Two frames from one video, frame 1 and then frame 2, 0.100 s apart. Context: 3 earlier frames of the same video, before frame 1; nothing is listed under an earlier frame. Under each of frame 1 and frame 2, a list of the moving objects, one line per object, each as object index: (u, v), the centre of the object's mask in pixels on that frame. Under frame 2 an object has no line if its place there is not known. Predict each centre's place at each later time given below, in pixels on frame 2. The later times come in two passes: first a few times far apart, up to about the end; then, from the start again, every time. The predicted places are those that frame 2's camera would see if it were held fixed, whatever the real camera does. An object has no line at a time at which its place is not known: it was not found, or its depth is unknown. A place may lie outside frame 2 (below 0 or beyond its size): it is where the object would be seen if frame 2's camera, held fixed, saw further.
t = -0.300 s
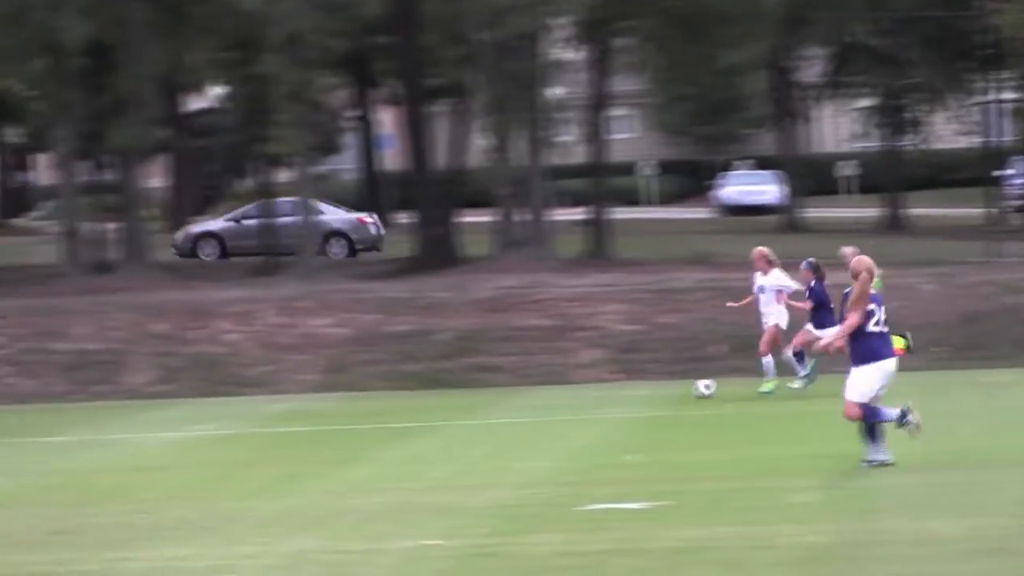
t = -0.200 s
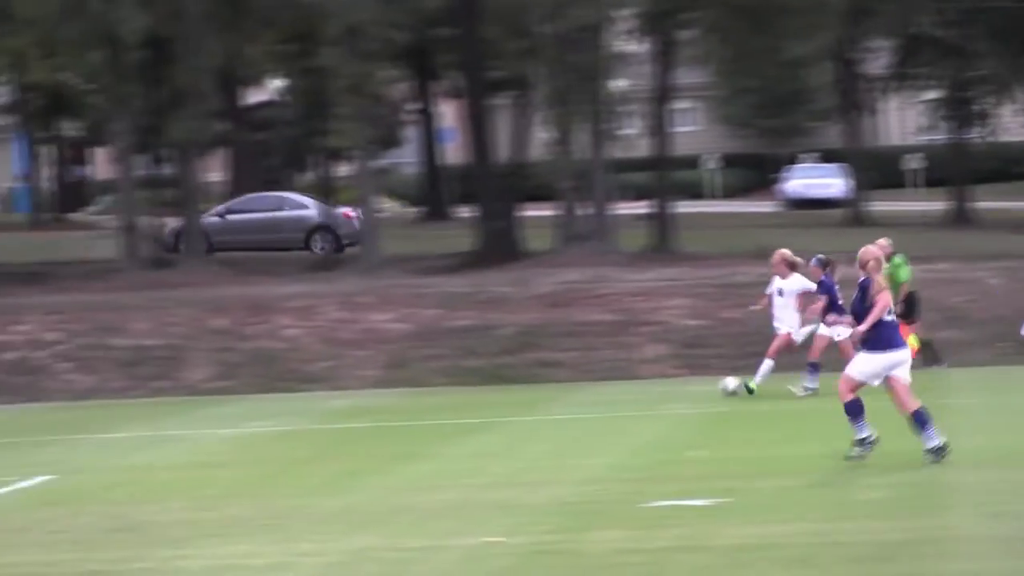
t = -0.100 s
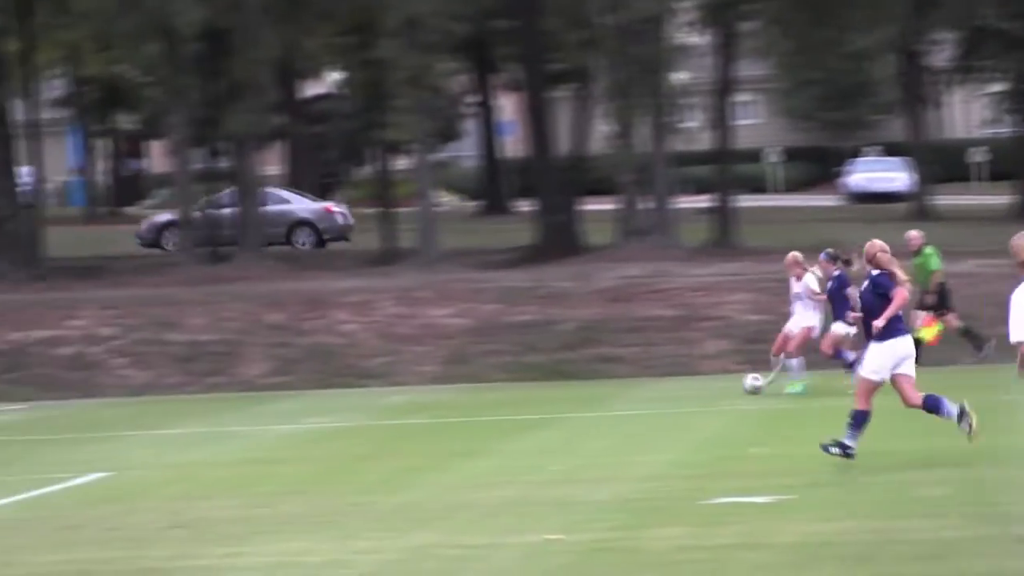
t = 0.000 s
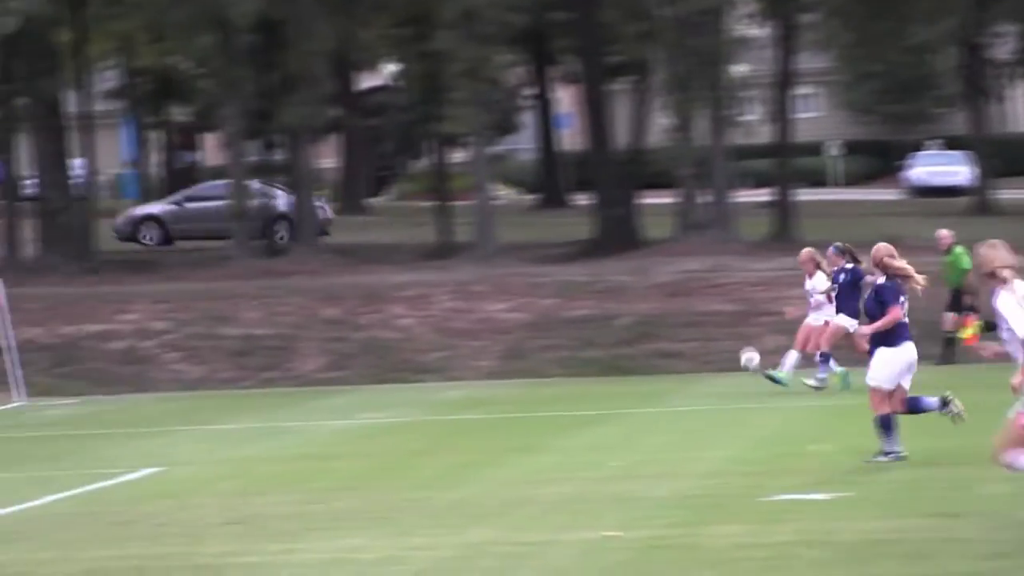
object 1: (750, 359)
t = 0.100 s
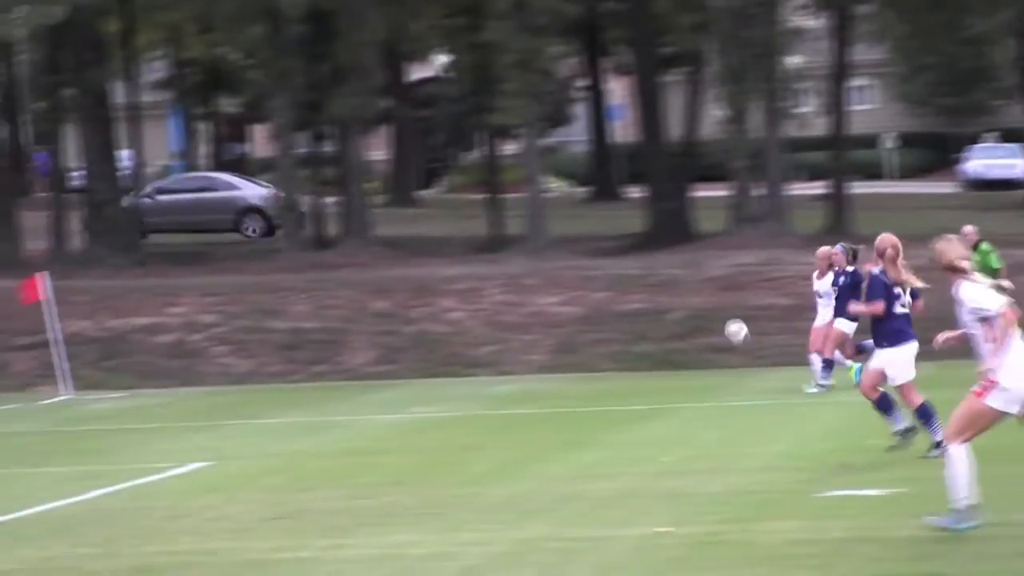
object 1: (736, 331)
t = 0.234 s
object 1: (652, 313)
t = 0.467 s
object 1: (519, 321)
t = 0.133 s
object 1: (715, 325)
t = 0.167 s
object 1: (694, 320)
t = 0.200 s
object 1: (673, 316)
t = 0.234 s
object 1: (652, 313)
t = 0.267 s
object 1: (632, 311)
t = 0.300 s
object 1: (613, 310)
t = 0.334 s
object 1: (593, 310)
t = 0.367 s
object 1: (574, 311)
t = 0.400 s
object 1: (556, 314)
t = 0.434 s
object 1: (537, 317)
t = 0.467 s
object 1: (519, 321)
